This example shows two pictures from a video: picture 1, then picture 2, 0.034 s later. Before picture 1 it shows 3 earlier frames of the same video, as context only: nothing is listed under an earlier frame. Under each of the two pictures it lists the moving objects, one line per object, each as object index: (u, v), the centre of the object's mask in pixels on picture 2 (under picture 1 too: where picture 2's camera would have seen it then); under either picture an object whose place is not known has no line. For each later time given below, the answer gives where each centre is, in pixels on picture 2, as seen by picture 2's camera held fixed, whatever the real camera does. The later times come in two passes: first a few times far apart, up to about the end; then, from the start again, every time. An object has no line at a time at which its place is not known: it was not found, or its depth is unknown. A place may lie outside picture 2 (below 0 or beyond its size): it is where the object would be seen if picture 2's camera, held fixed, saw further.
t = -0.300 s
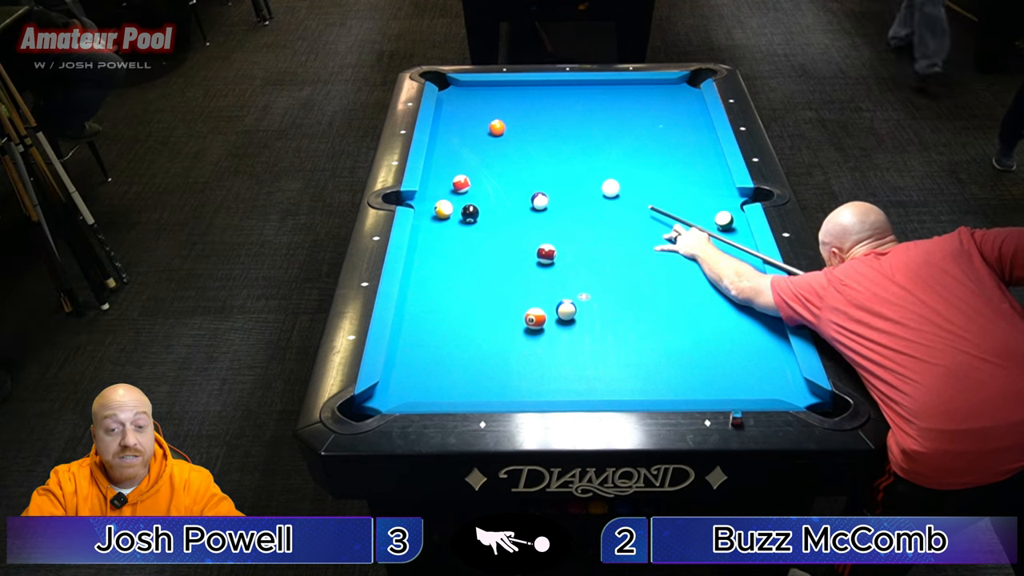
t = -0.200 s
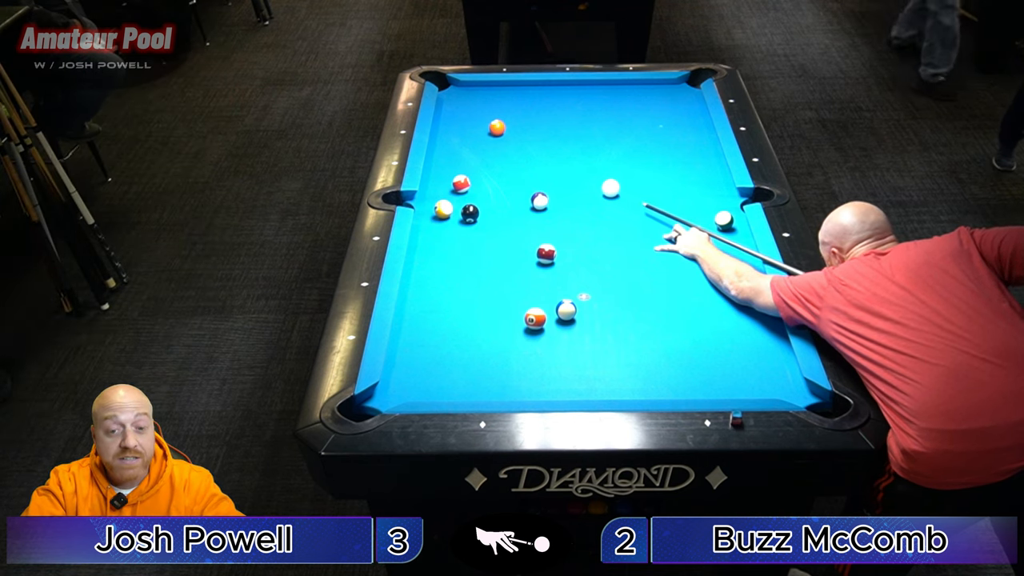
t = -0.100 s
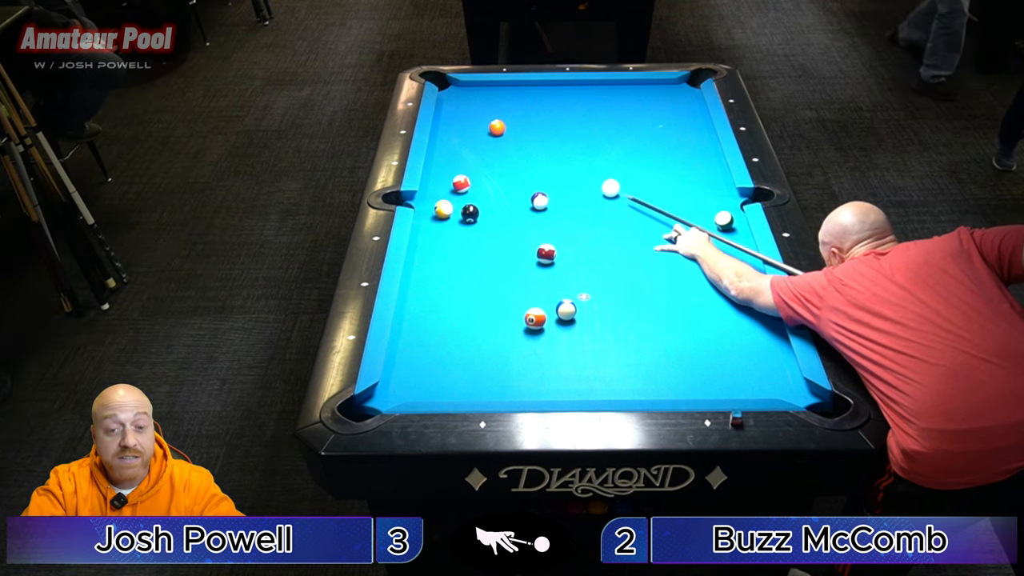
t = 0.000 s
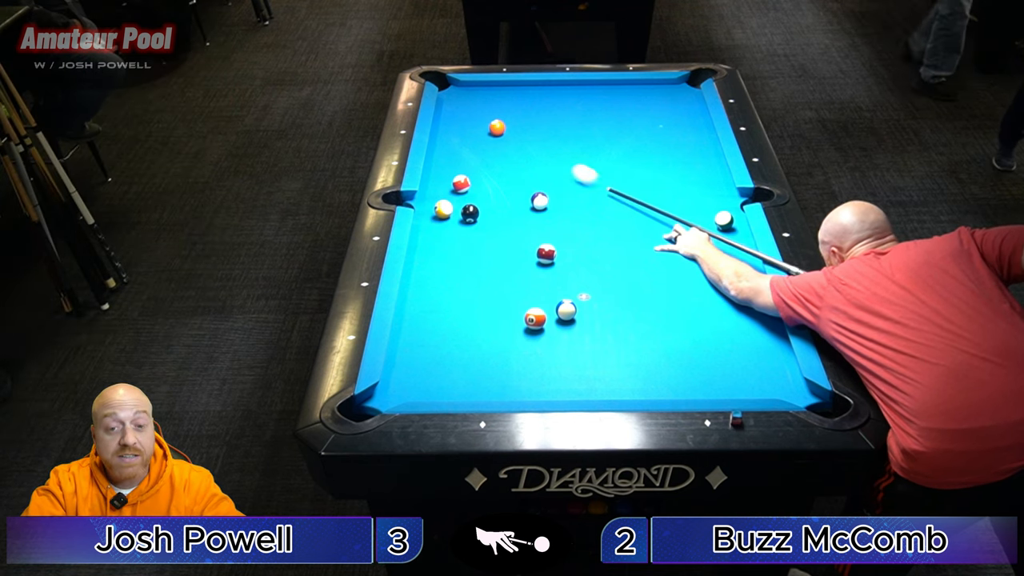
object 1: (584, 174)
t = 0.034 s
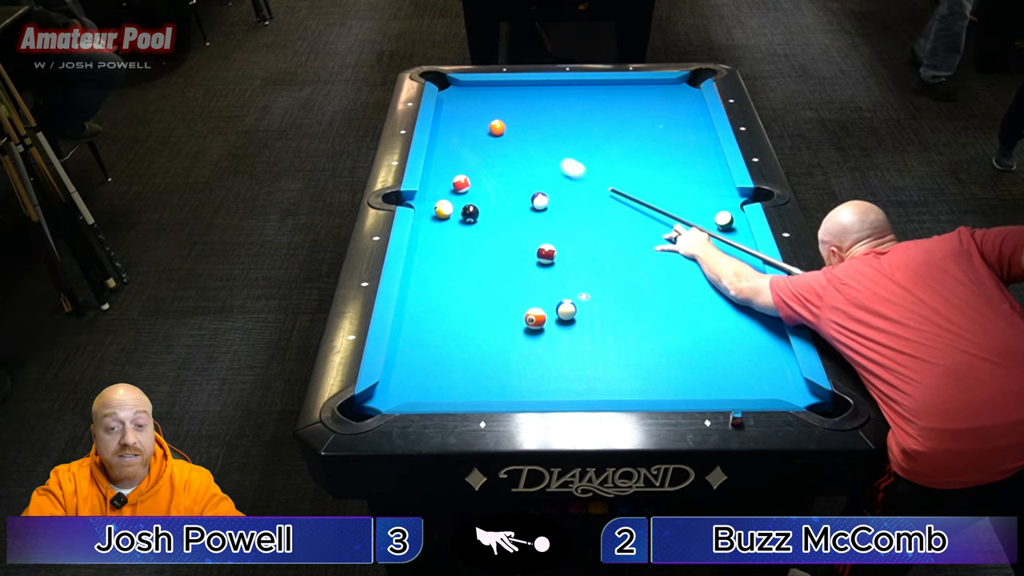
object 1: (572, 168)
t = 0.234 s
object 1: (517, 140)
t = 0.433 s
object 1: (488, 133)
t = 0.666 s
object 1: (461, 130)
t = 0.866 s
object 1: (440, 128)
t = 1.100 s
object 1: (452, 127)
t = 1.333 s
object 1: (466, 127)
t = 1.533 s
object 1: (477, 126)
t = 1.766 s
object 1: (488, 125)
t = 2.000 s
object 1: (499, 125)
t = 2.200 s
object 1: (507, 125)
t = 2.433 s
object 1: (515, 124)
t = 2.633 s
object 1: (522, 124)
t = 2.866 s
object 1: (528, 124)
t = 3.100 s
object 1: (533, 124)
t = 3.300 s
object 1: (537, 123)
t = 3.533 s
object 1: (540, 123)
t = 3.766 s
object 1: (542, 123)
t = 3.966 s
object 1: (543, 123)
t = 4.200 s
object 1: (544, 123)
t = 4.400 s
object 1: (544, 123)
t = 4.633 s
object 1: (544, 123)
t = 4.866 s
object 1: (544, 124)
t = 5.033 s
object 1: (544, 123)
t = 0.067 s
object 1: (561, 163)
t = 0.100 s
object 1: (551, 157)
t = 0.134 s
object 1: (542, 153)
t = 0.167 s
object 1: (533, 148)
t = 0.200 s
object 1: (525, 144)
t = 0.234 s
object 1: (517, 140)
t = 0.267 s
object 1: (509, 136)
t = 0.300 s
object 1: (502, 134)
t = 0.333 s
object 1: (499, 134)
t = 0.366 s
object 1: (495, 134)
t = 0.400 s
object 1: (492, 134)
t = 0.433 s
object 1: (488, 133)
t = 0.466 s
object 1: (484, 133)
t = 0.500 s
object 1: (480, 132)
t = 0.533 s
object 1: (476, 132)
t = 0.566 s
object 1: (472, 132)
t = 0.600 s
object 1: (469, 131)
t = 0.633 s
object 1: (465, 131)
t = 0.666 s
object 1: (461, 130)
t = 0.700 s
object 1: (457, 130)
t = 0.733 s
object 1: (454, 129)
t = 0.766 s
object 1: (450, 129)
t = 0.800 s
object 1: (446, 128)
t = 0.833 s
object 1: (443, 128)
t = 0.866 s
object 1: (440, 128)
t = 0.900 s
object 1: (439, 128)
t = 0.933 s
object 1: (442, 127)
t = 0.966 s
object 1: (444, 127)
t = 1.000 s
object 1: (446, 127)
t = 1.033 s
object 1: (448, 127)
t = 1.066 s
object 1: (450, 127)
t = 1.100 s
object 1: (452, 127)
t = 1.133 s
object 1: (454, 127)
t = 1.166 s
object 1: (456, 127)
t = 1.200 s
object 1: (458, 127)
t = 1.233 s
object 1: (460, 127)
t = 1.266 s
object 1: (462, 127)
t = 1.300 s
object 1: (464, 126)
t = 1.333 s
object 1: (466, 127)
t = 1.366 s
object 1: (468, 126)
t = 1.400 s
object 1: (470, 126)
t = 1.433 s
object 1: (471, 126)
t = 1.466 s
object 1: (473, 126)
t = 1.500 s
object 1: (475, 126)
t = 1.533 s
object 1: (477, 126)
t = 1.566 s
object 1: (479, 126)
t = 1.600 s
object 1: (480, 126)
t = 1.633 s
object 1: (482, 126)
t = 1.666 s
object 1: (484, 126)
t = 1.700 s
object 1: (485, 126)
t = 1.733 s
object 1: (487, 126)
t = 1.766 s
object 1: (488, 125)
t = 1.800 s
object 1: (490, 125)
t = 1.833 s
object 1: (491, 125)
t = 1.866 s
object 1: (493, 125)
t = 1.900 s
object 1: (495, 125)
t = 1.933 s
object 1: (496, 125)
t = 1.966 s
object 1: (497, 125)
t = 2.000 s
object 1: (499, 125)
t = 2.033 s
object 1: (500, 125)
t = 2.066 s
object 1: (502, 125)
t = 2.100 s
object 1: (503, 125)
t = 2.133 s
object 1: (504, 125)
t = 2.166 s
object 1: (506, 125)
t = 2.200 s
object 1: (507, 125)
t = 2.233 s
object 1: (508, 125)
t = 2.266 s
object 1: (510, 124)
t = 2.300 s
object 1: (511, 124)
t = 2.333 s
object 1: (512, 124)
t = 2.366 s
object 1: (513, 124)
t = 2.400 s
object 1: (514, 124)
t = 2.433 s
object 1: (515, 124)
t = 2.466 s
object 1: (517, 124)
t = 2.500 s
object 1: (518, 124)
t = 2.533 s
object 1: (519, 124)
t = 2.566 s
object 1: (520, 124)
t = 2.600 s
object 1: (521, 124)
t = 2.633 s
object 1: (522, 124)
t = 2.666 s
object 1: (523, 124)
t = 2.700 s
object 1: (524, 124)
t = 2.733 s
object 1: (525, 124)
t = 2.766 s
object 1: (525, 124)
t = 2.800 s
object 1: (526, 124)
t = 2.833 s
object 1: (527, 124)
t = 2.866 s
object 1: (528, 124)
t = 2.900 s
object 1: (529, 124)
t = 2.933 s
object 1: (530, 124)
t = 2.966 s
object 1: (530, 124)
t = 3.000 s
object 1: (531, 124)
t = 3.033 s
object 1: (532, 124)
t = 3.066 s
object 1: (533, 124)
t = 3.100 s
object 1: (533, 124)
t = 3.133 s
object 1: (534, 124)
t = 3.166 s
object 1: (535, 124)
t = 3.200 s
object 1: (535, 123)
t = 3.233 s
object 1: (536, 123)
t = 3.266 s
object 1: (536, 123)
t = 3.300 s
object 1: (537, 123)
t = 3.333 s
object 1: (537, 123)
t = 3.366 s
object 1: (538, 123)
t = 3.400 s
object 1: (539, 123)
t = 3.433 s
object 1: (539, 123)
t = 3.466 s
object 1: (539, 123)
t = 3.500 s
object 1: (540, 123)
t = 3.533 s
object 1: (540, 123)
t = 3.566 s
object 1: (541, 123)
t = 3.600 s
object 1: (541, 123)
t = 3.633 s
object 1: (541, 123)
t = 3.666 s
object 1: (542, 123)
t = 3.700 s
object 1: (542, 123)
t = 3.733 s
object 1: (542, 123)
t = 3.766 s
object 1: (542, 123)
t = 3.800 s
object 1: (543, 123)
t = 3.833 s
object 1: (543, 123)
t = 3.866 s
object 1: (543, 123)
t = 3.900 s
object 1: (543, 123)
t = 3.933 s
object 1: (543, 123)
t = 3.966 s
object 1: (543, 123)
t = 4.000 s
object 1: (543, 123)
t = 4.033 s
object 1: (544, 124)
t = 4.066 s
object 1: (544, 124)
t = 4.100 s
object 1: (544, 123)
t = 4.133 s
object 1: (544, 123)
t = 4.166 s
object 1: (544, 123)
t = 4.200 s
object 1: (544, 123)
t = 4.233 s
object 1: (544, 123)
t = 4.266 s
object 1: (544, 123)
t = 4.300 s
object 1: (544, 124)
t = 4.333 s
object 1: (544, 123)
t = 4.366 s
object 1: (544, 124)
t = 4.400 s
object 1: (544, 123)
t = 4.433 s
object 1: (544, 123)
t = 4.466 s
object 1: (544, 124)
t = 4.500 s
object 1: (544, 123)
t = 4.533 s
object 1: (544, 124)
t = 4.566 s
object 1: (544, 124)
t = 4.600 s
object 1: (544, 123)
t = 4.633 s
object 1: (544, 123)
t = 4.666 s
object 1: (544, 124)
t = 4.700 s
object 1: (544, 123)
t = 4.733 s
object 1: (544, 124)
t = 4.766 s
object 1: (544, 123)
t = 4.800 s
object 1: (544, 124)
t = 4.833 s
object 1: (544, 124)
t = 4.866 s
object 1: (544, 124)
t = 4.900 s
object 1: (544, 124)
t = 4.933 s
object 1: (544, 124)
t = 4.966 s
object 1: (544, 123)
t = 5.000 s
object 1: (544, 123)
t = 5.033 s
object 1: (544, 123)
